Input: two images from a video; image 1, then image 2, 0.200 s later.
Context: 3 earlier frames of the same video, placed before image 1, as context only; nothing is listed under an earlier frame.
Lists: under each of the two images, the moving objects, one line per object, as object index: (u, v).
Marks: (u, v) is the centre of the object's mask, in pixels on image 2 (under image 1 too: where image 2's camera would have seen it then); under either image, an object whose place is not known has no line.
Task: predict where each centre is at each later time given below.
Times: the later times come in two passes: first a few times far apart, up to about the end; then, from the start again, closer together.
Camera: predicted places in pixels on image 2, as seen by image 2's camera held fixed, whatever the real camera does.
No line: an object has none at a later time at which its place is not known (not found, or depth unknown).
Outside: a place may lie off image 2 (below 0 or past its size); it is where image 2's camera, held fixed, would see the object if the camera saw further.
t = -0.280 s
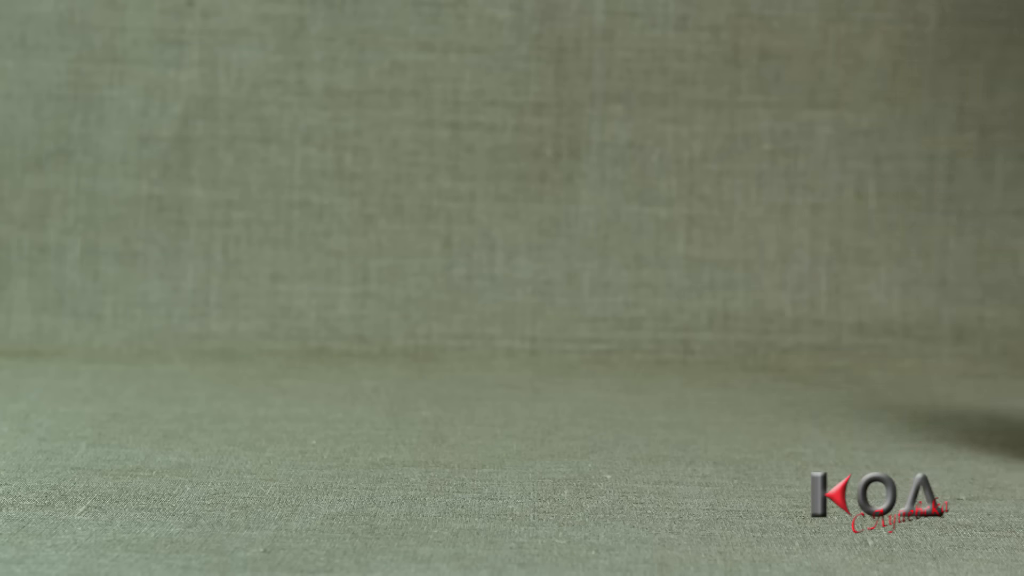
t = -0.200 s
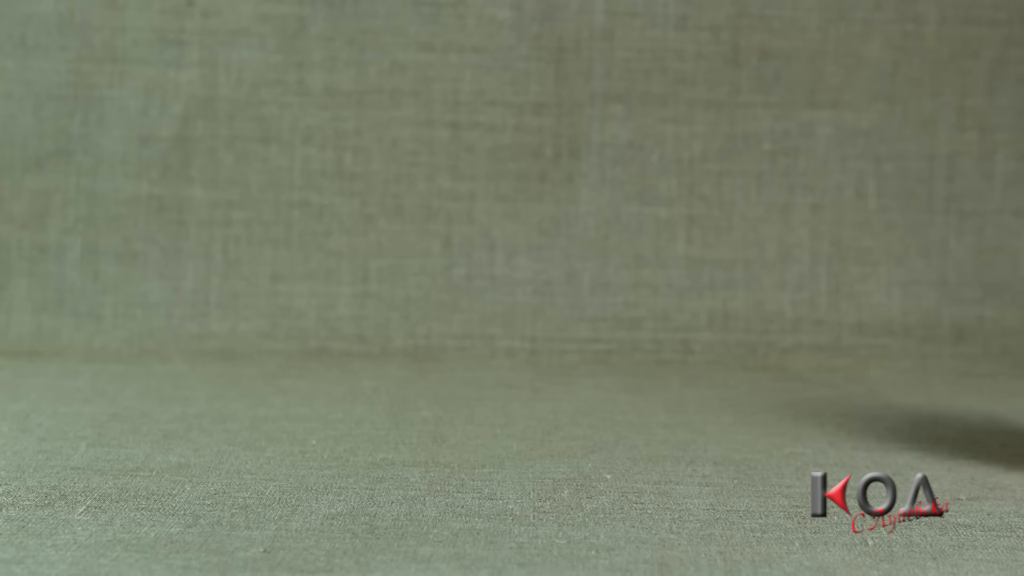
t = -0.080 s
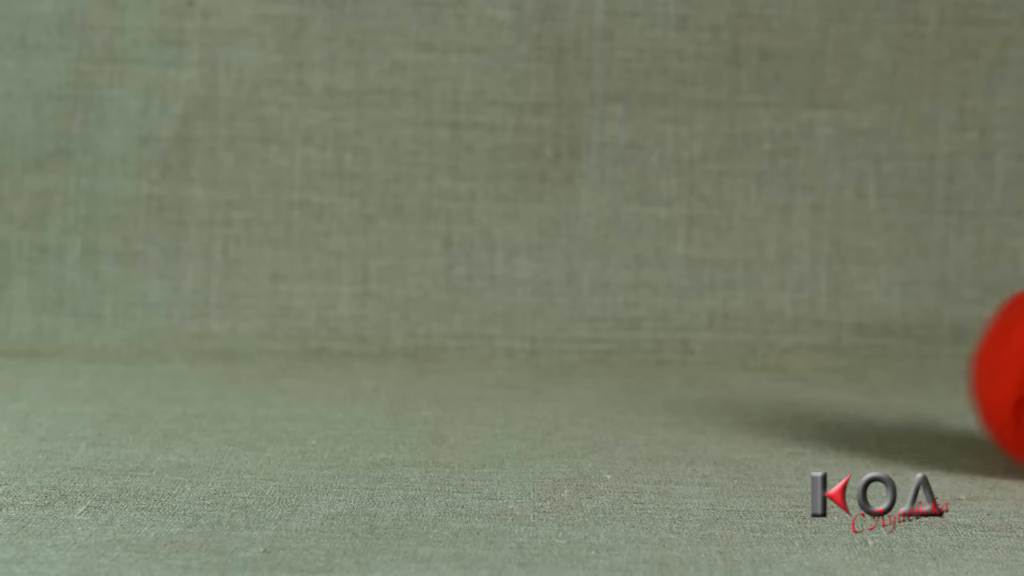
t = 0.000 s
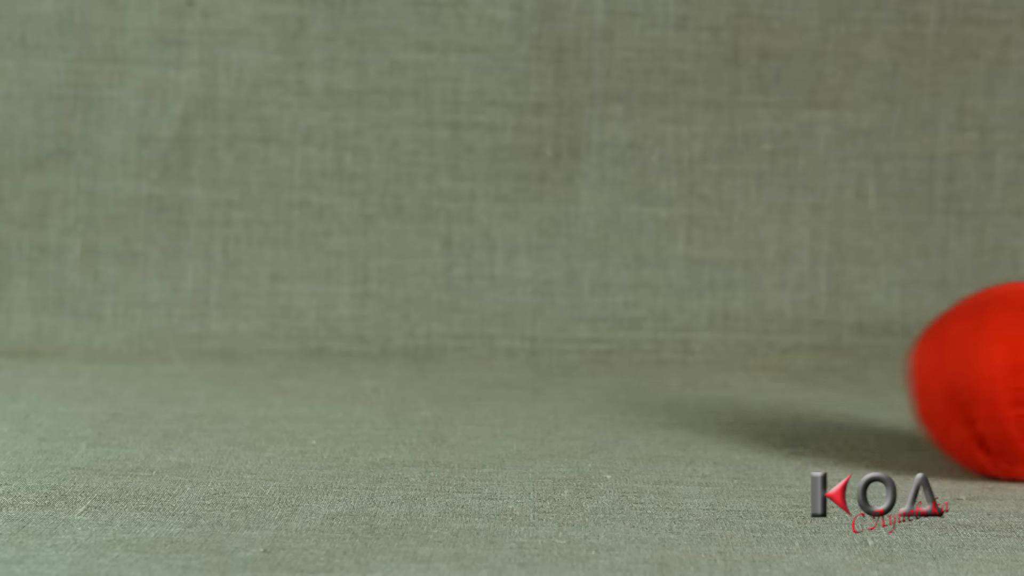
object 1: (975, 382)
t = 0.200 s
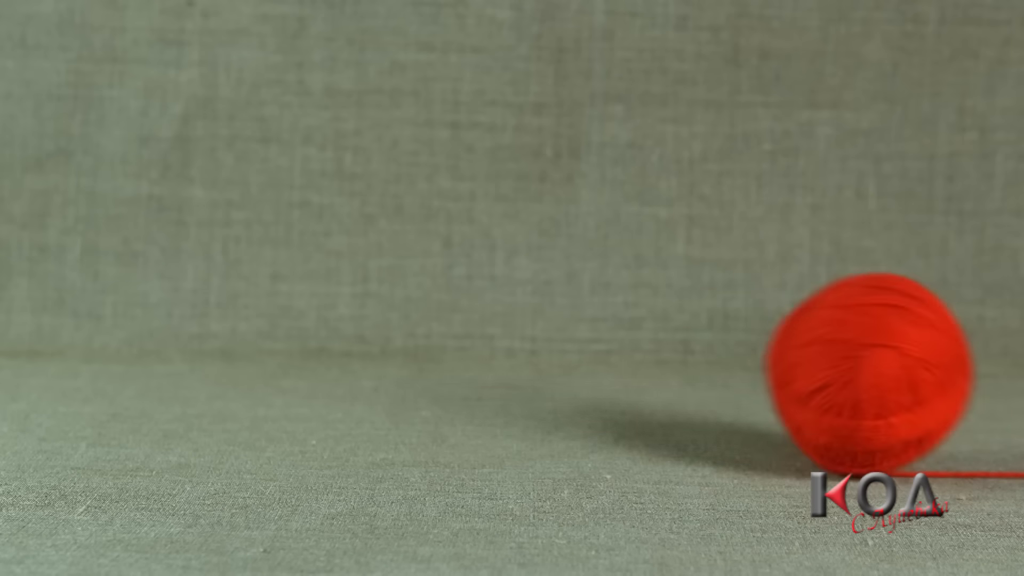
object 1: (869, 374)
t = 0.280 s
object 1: (820, 375)
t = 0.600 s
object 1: (634, 366)
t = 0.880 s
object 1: (512, 371)
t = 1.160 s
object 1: (491, 366)
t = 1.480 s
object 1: (506, 365)
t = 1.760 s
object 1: (504, 367)
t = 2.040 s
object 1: (505, 367)
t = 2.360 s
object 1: (505, 367)
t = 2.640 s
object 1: (505, 367)
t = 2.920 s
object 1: (505, 367)
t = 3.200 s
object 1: (505, 367)
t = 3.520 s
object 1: (505, 367)
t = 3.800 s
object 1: (505, 367)
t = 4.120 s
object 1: (504, 366)
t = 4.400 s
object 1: (504, 366)
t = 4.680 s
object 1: (504, 366)
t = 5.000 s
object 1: (504, 366)
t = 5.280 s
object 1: (504, 365)
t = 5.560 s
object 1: (503, 365)
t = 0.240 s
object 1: (844, 371)
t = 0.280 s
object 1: (820, 375)
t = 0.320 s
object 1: (795, 382)
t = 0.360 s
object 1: (768, 378)
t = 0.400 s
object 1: (743, 375)
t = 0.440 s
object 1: (720, 375)
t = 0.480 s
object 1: (697, 377)
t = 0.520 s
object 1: (675, 378)
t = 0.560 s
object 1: (654, 372)
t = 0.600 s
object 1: (634, 366)
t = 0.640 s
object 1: (614, 363)
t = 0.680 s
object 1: (593, 363)
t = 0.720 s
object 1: (574, 365)
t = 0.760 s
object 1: (556, 371)
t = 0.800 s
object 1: (537, 370)
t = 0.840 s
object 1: (522, 370)
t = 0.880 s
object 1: (512, 371)
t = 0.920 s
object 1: (505, 369)
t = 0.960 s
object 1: (501, 368)
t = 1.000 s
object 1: (497, 366)
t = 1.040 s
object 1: (493, 365)
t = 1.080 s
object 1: (492, 365)
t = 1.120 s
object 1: (491, 365)
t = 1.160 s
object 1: (491, 366)
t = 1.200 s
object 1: (491, 366)
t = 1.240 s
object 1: (492, 367)
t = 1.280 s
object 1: (493, 367)
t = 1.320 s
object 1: (495, 367)
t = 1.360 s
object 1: (498, 366)
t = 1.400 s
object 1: (501, 366)
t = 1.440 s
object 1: (504, 365)
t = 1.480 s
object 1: (506, 365)
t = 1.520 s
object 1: (507, 365)
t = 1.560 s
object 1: (507, 365)
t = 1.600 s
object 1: (507, 366)
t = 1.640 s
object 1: (506, 366)
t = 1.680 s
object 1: (505, 367)
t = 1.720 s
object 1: (505, 367)
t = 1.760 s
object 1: (504, 367)
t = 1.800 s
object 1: (504, 367)
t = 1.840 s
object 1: (504, 367)
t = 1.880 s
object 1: (505, 367)
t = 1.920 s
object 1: (505, 367)
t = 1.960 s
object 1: (505, 367)
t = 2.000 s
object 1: (505, 367)
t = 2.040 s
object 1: (505, 367)
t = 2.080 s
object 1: (505, 367)
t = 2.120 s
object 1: (505, 367)
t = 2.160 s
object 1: (504, 367)
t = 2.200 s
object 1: (504, 367)
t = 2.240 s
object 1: (505, 367)
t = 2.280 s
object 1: (505, 367)
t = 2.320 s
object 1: (505, 367)
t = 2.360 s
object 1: (505, 367)
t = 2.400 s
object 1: (505, 367)
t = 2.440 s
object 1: (505, 367)
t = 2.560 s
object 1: (505, 367)
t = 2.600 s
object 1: (505, 367)
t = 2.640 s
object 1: (505, 367)
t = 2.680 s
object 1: (505, 367)
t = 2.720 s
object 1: (505, 367)
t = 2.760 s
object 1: (505, 367)
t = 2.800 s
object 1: (505, 367)
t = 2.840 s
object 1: (505, 367)
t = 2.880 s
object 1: (505, 367)
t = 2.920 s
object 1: (505, 367)
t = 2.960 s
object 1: (505, 367)
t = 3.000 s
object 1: (505, 367)
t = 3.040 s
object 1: (505, 367)
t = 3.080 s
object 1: (505, 367)
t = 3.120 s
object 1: (505, 367)
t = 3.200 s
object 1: (505, 367)
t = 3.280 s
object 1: (505, 367)
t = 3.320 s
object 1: (505, 367)
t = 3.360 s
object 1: (505, 367)
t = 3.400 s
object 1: (505, 367)
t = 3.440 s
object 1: (505, 367)
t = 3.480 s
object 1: (505, 367)
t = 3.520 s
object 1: (505, 367)
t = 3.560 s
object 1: (505, 367)
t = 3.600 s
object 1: (505, 367)
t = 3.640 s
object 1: (505, 367)
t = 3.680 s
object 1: (505, 367)
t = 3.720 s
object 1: (505, 367)
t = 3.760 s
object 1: (505, 367)
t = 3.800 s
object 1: (505, 367)
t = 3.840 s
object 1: (505, 367)
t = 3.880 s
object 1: (505, 367)
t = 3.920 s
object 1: (504, 366)
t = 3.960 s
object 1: (504, 366)
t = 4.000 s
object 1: (504, 367)
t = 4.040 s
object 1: (504, 366)
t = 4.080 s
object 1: (504, 367)
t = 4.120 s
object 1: (504, 366)
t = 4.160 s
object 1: (504, 366)
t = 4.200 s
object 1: (504, 366)
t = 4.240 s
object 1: (504, 367)
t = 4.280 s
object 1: (504, 366)
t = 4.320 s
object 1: (504, 366)
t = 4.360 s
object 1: (504, 366)
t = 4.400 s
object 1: (504, 366)
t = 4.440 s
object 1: (504, 366)
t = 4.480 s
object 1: (504, 366)
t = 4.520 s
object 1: (504, 366)
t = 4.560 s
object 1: (504, 366)
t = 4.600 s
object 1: (504, 366)
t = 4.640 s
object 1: (504, 366)
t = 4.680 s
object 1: (504, 366)
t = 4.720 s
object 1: (504, 366)
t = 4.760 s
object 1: (504, 366)
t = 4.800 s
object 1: (504, 366)
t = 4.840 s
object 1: (504, 366)
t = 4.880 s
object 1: (504, 366)
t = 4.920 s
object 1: (504, 366)
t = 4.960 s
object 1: (504, 366)
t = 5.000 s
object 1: (504, 366)
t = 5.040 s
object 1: (504, 365)
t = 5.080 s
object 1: (504, 365)
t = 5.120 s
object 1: (504, 366)
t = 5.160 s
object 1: (504, 365)
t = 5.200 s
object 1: (504, 365)
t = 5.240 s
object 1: (504, 366)
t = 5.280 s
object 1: (504, 365)
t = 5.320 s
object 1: (504, 365)
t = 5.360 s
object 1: (504, 365)
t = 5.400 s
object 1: (504, 365)
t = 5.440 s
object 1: (504, 365)
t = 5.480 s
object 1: (504, 365)
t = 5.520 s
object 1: (504, 365)
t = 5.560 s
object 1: (503, 365)
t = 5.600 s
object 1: (503, 365)
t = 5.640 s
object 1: (504, 364)
